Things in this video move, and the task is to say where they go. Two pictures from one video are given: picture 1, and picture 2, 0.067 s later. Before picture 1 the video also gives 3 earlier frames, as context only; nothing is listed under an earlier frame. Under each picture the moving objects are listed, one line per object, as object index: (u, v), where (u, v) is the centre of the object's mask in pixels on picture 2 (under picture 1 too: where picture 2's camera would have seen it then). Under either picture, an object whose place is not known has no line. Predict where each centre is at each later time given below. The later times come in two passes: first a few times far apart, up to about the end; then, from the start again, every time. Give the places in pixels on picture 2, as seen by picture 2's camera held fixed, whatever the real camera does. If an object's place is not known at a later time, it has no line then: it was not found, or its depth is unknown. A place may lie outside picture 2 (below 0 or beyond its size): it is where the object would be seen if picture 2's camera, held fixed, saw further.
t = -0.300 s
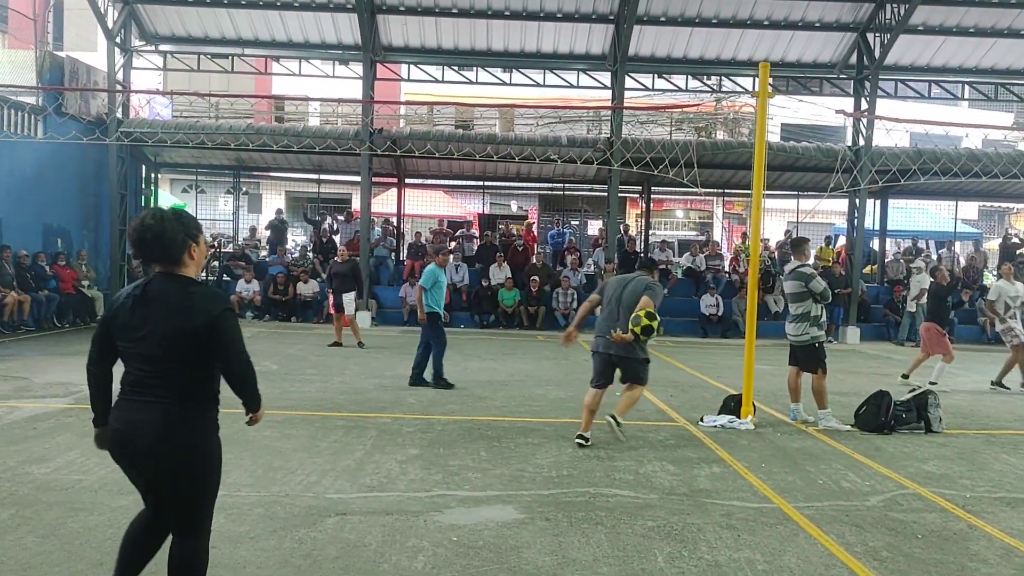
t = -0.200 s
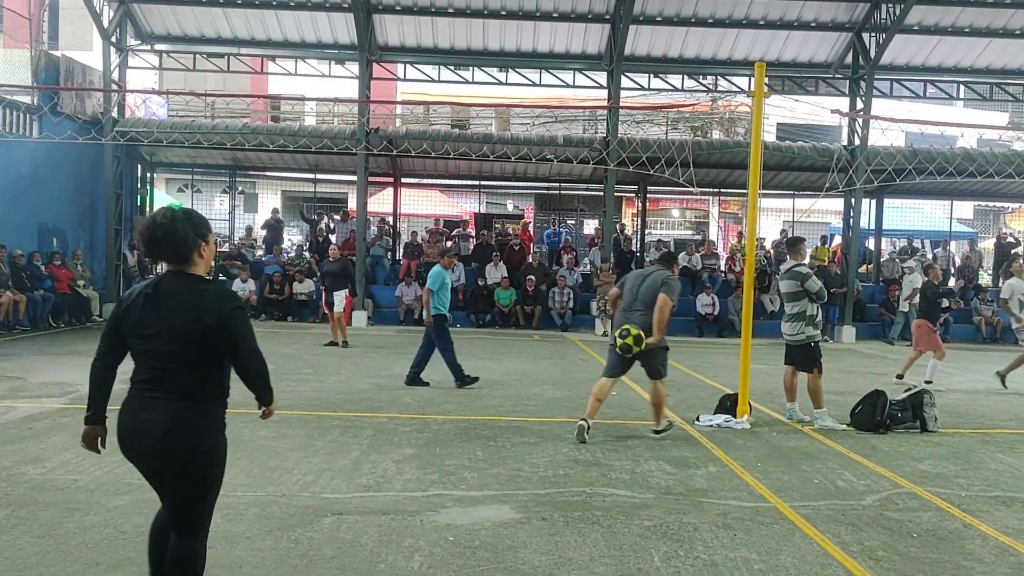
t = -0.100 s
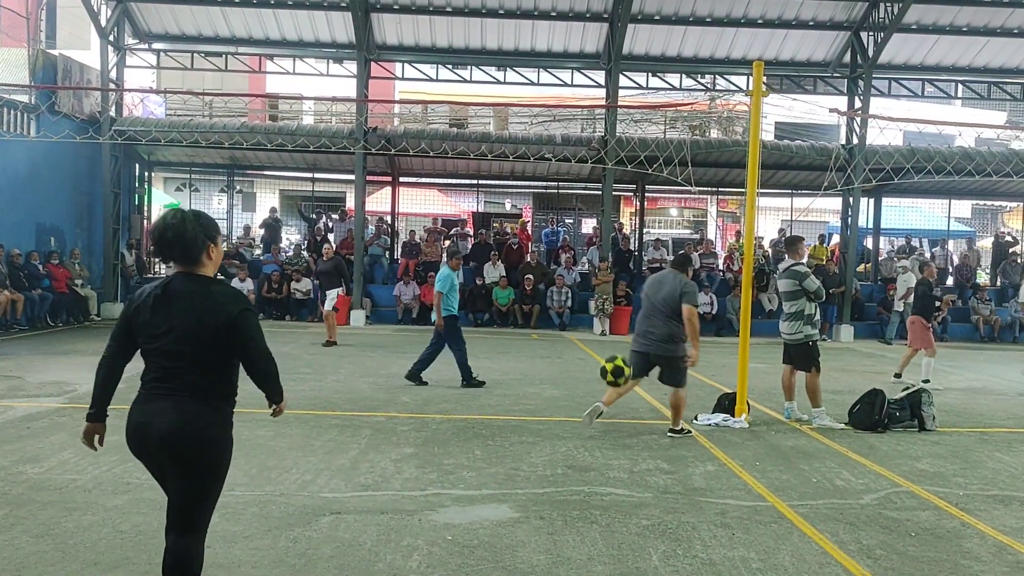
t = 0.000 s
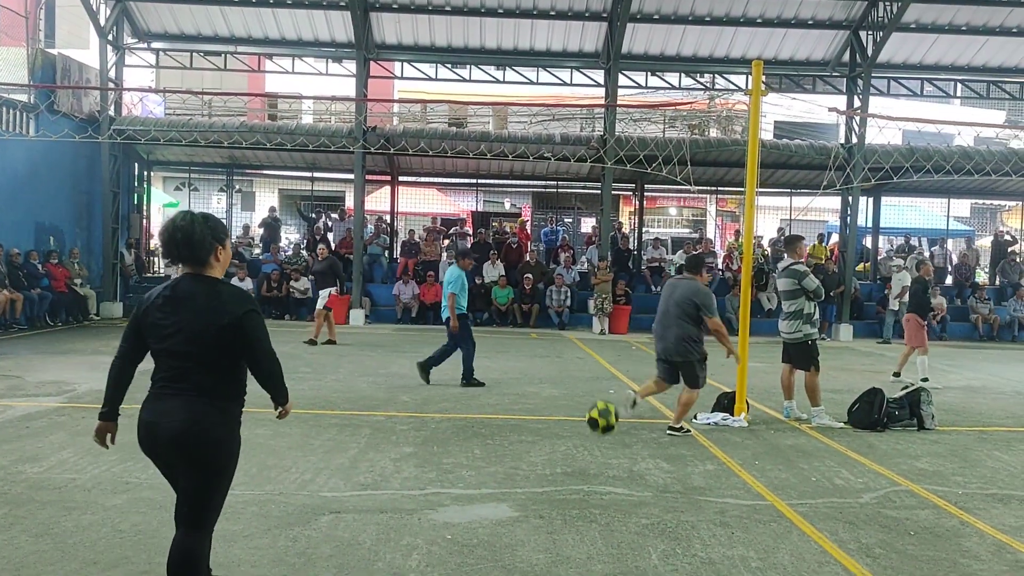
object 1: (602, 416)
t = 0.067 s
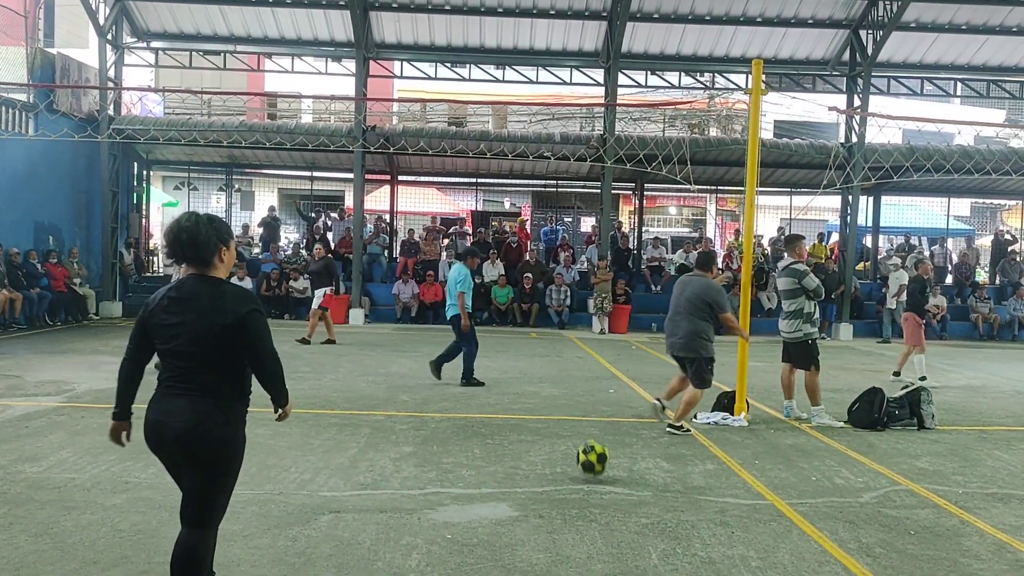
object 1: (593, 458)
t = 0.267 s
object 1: (601, 399)
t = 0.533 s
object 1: (614, 384)
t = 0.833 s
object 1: (624, 474)
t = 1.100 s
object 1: (649, 423)
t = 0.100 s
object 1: (592, 459)
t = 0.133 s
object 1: (593, 444)
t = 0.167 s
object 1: (596, 431)
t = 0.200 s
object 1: (598, 418)
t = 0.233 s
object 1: (600, 408)
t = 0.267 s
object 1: (601, 399)
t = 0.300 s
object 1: (603, 391)
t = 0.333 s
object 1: (604, 385)
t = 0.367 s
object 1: (606, 381)
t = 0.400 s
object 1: (608, 378)
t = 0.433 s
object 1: (609, 377)
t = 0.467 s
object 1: (611, 377)
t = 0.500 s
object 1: (612, 380)
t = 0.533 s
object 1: (614, 384)
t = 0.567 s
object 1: (615, 389)
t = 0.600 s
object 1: (616, 396)
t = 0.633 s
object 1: (617, 406)
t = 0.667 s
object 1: (618, 416)
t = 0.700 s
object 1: (619, 429)
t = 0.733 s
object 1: (620, 443)
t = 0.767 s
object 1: (621, 460)
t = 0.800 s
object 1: (622, 478)
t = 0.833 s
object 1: (624, 474)
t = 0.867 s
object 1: (627, 463)
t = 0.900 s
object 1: (631, 452)
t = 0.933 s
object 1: (634, 443)
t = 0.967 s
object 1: (637, 436)
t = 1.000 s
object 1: (640, 430)
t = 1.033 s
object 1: (643, 426)
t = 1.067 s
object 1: (646, 424)
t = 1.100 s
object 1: (649, 423)
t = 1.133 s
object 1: (651, 424)
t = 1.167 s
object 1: (655, 428)
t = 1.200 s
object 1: (657, 433)
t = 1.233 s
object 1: (660, 440)
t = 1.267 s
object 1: (662, 449)
